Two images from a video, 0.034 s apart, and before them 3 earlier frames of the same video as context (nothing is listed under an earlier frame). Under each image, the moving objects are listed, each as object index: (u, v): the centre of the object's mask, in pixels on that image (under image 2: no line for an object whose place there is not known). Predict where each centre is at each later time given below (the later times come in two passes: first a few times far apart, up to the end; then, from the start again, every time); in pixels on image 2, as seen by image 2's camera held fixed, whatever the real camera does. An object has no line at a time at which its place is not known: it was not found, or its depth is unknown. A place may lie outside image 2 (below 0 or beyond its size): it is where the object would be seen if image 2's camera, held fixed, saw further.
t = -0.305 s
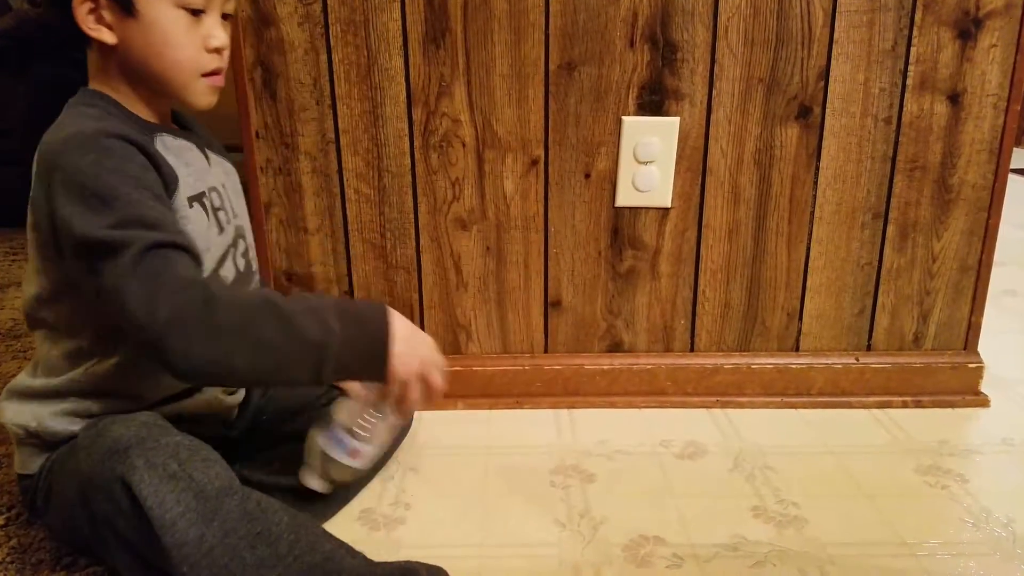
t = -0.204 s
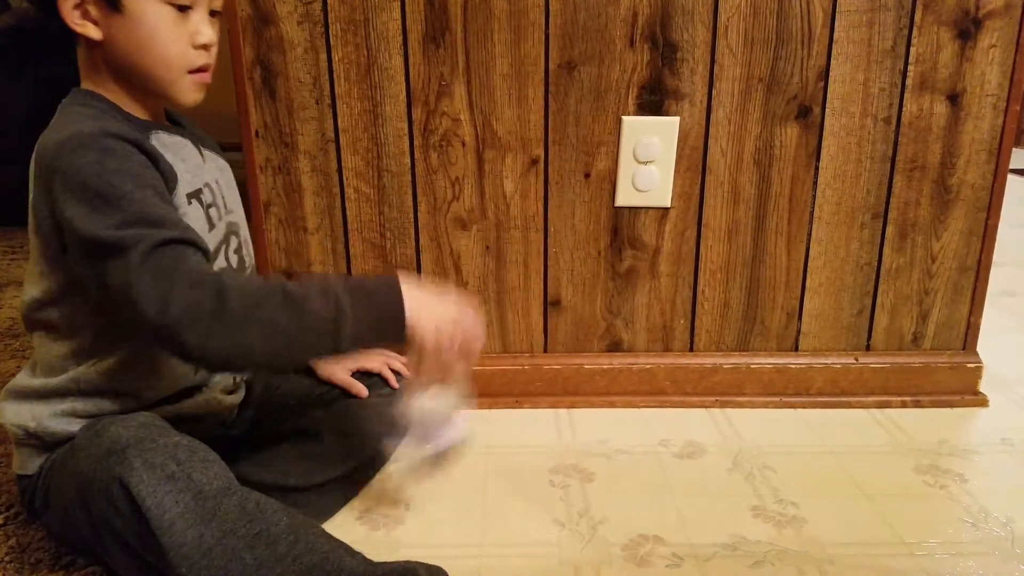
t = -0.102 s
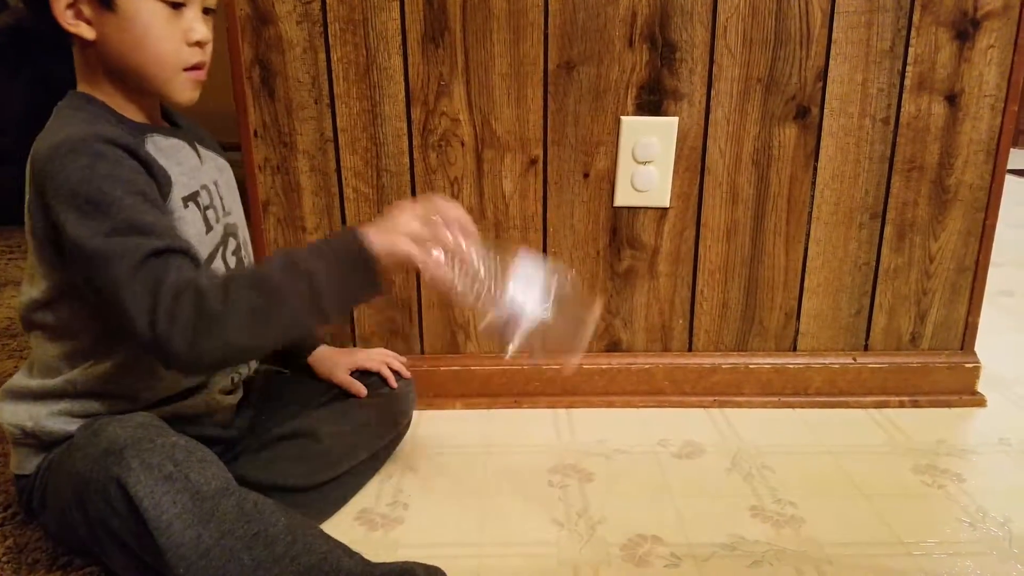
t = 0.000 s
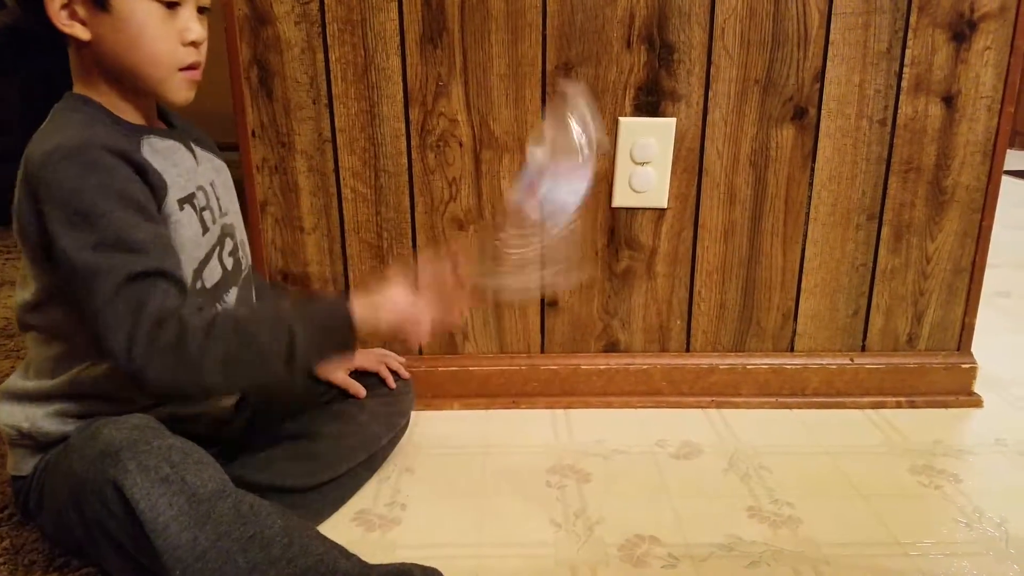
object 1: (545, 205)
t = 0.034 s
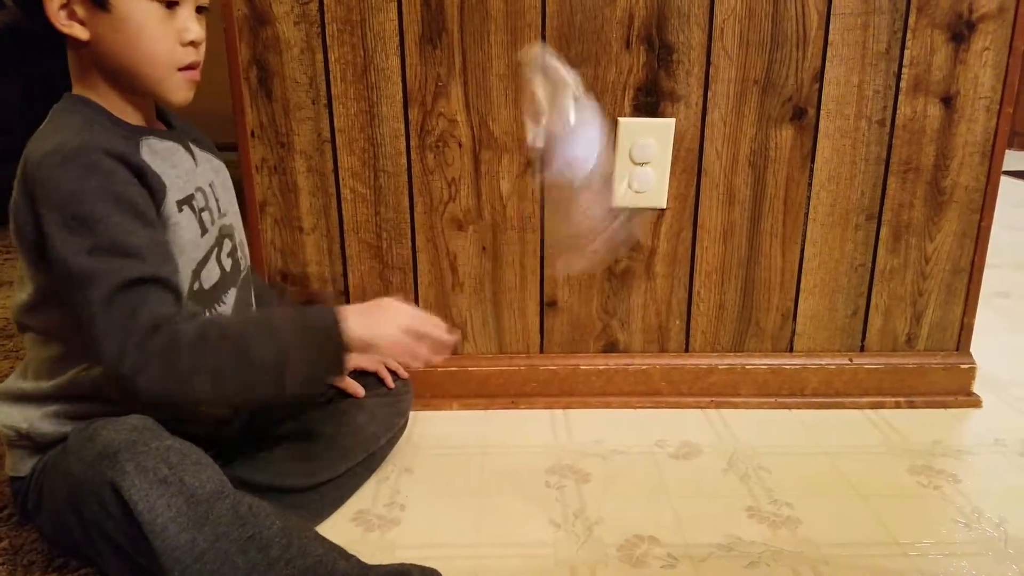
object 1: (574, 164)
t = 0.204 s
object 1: (594, 98)
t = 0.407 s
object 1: (593, 453)
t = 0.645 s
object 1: (533, 470)
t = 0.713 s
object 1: (507, 499)
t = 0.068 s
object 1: (596, 120)
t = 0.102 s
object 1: (598, 82)
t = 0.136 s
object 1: (600, 72)
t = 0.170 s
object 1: (595, 77)
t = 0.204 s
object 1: (594, 98)
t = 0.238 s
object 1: (594, 131)
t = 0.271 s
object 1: (598, 180)
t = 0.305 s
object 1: (592, 250)
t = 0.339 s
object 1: (595, 313)
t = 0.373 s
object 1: (595, 394)
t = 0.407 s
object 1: (593, 453)
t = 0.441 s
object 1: (588, 452)
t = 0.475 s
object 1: (578, 453)
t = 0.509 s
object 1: (570, 454)
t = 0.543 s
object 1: (562, 453)
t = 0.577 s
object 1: (554, 453)
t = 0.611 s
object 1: (543, 458)
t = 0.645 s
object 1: (533, 470)
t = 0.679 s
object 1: (509, 492)
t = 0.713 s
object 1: (507, 499)
